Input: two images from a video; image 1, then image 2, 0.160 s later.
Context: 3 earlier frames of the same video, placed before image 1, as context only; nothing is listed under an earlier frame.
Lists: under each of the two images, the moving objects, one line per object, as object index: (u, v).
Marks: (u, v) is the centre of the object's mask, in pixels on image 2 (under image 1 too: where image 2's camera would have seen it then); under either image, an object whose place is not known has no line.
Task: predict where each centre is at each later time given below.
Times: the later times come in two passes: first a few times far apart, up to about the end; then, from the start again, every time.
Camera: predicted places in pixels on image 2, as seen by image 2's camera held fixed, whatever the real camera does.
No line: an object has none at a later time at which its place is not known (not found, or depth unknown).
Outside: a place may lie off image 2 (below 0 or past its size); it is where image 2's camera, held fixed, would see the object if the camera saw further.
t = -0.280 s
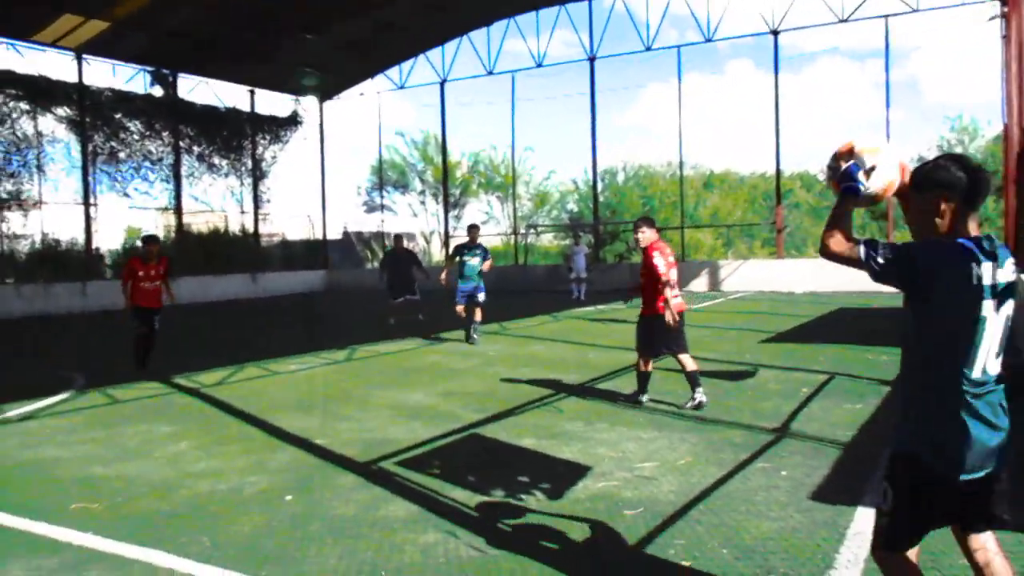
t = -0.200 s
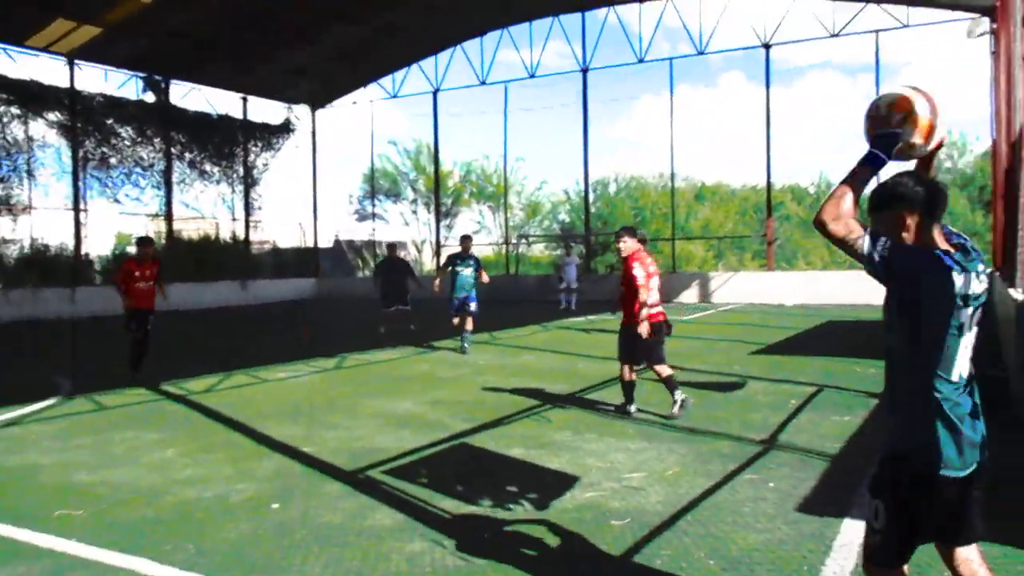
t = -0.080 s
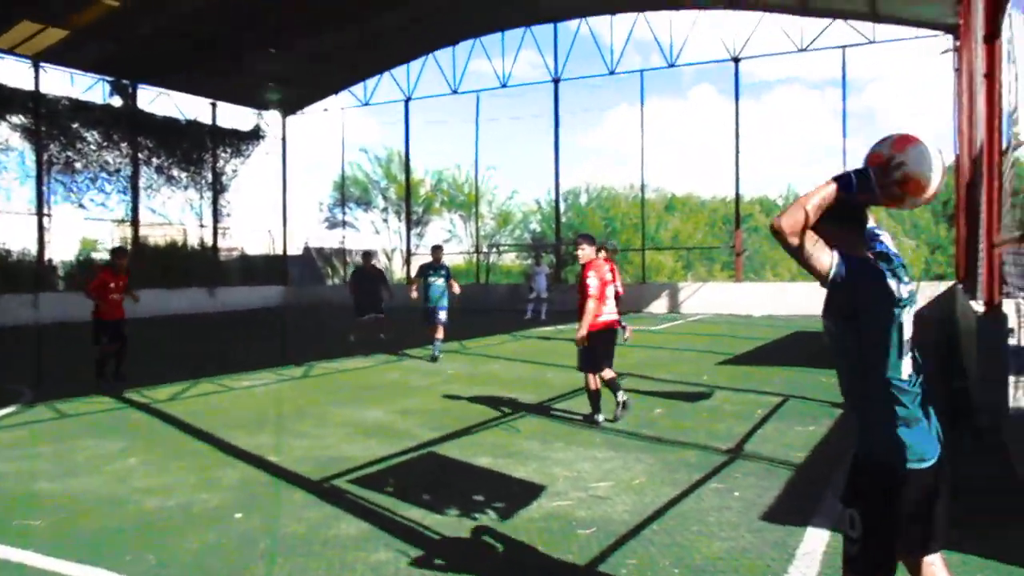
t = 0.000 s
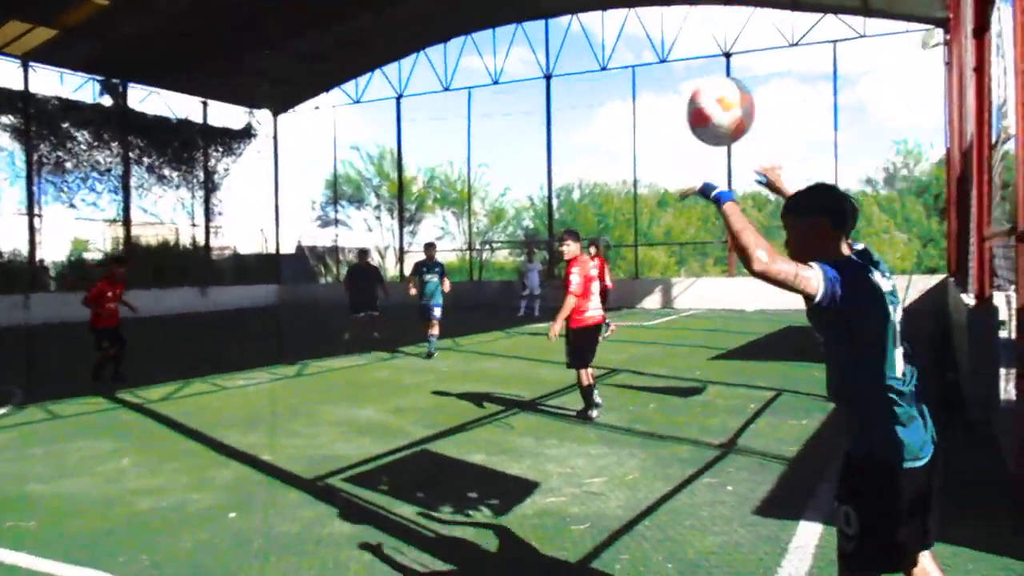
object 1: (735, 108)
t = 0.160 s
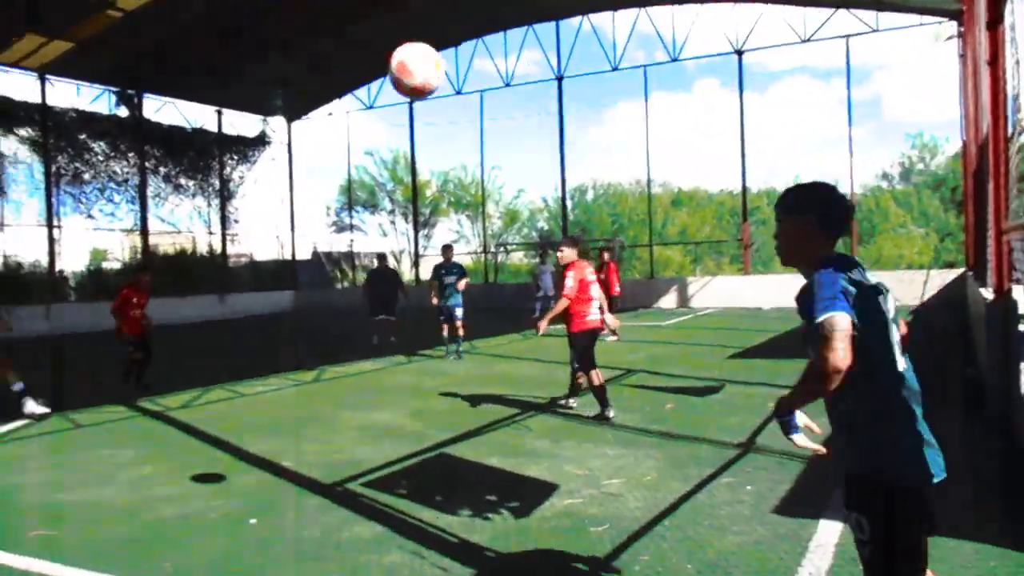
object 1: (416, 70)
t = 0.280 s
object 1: (259, 92)
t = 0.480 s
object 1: (84, 170)
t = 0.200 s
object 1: (357, 74)
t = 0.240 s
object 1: (306, 81)
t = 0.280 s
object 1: (259, 92)
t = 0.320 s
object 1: (217, 104)
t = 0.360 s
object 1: (181, 117)
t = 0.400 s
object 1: (146, 134)
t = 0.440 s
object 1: (113, 152)
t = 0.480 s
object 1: (84, 170)
